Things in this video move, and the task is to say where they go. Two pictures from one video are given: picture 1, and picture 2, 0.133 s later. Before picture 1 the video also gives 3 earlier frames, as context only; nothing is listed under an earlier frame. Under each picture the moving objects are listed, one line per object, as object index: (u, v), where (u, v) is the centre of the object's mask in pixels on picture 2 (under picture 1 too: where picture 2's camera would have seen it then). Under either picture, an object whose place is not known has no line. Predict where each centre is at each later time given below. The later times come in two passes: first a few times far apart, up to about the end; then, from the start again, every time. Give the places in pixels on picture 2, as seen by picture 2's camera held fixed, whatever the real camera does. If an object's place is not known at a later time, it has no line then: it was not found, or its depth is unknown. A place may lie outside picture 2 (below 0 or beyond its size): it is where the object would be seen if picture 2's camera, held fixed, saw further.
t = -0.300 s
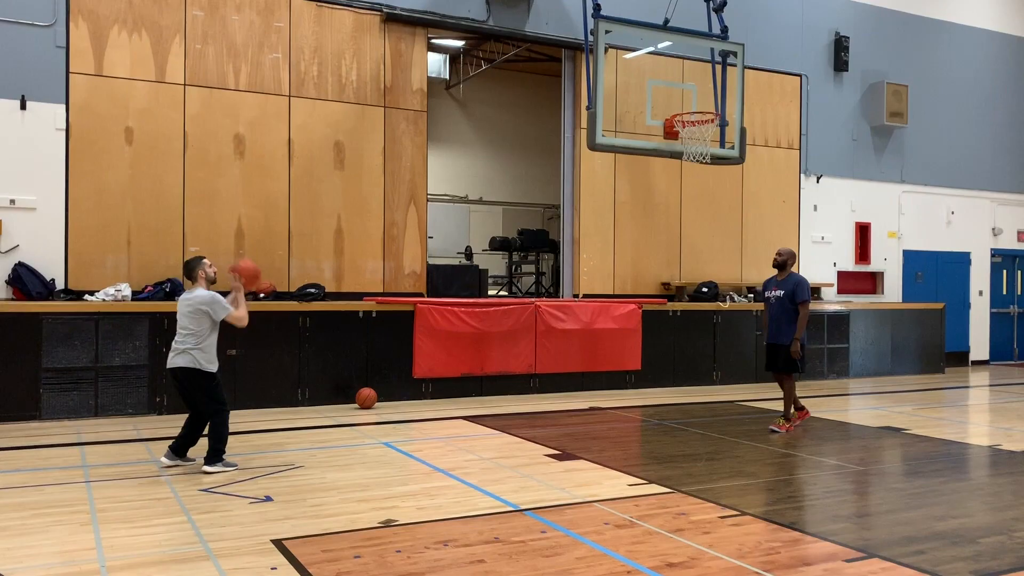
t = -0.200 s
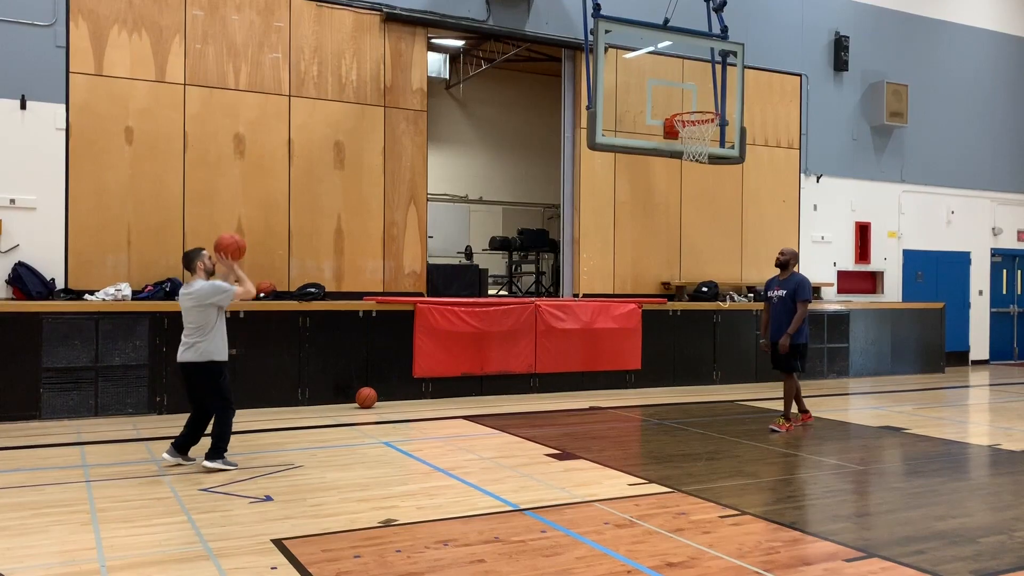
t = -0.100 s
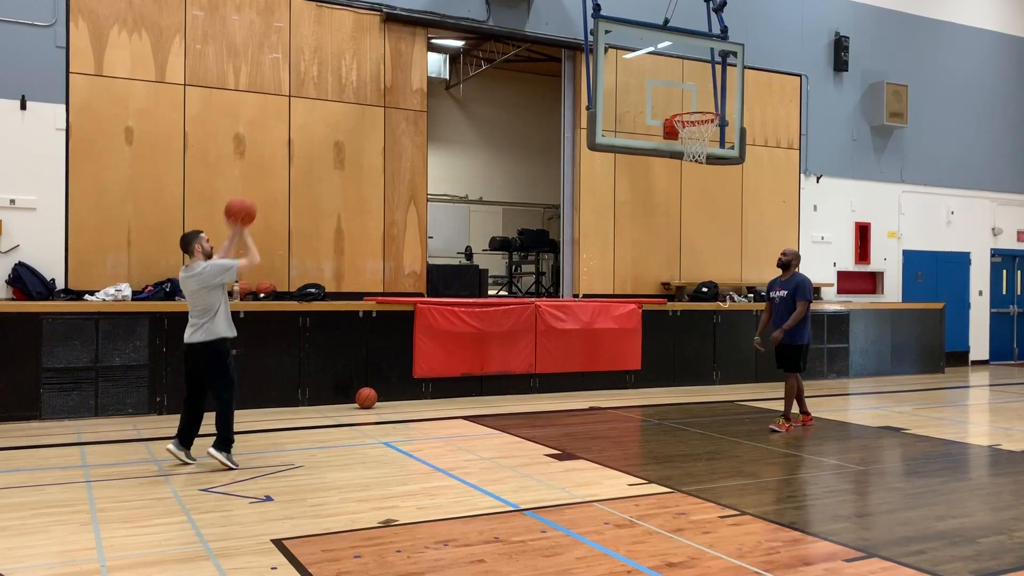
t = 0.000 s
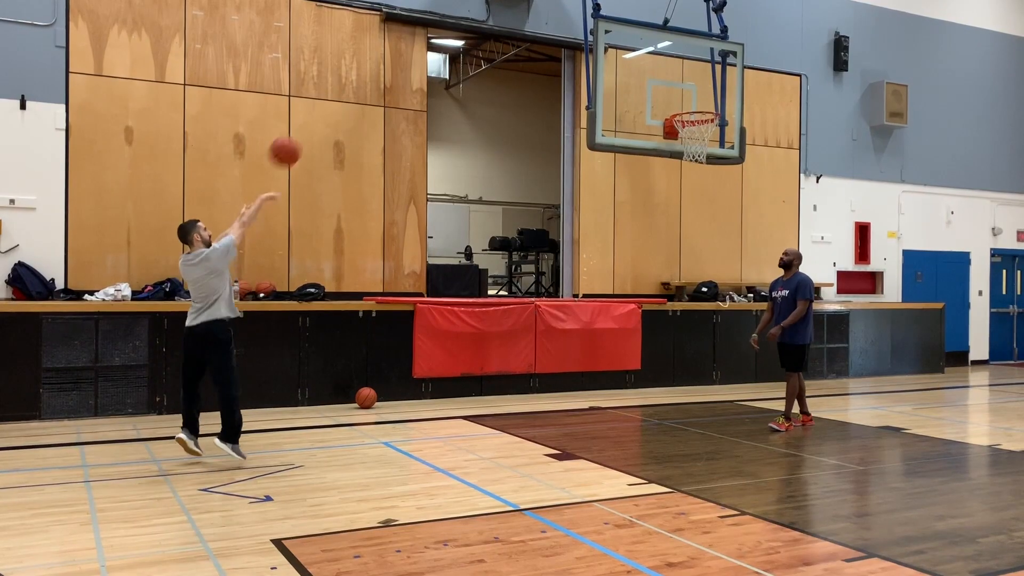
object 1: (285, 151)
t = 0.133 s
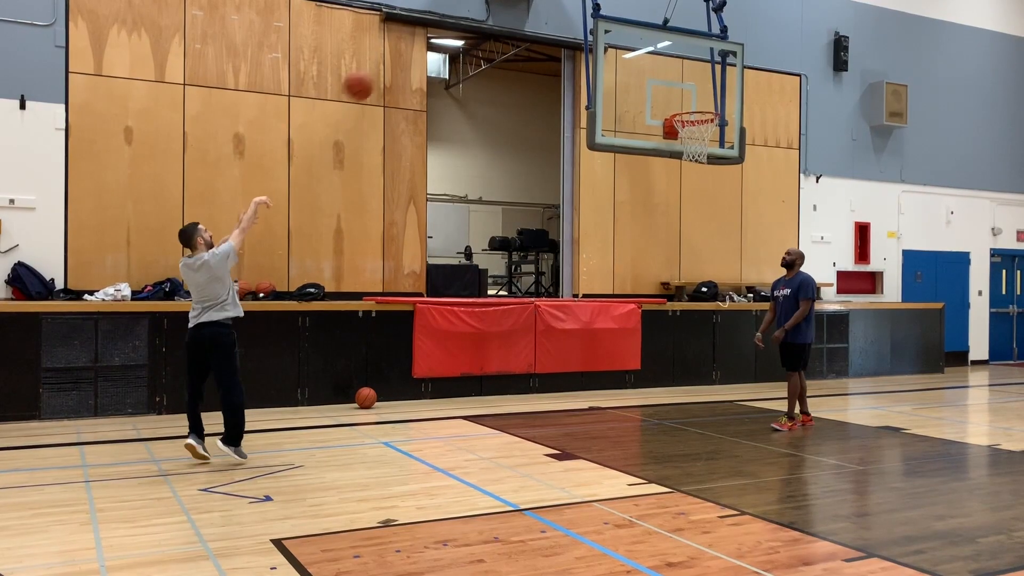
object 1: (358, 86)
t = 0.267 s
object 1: (426, 44)
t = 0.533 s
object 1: (548, 27)
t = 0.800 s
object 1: (652, 81)
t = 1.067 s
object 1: (713, 141)
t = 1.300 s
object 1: (718, 186)
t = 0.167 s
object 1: (377, 73)
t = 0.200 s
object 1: (393, 63)
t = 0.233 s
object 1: (410, 53)
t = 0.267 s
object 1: (426, 44)
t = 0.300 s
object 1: (442, 37)
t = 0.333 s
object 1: (460, 32)
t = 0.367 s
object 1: (474, 29)
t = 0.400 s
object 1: (489, 27)
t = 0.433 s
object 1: (504, 25)
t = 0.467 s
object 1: (518, 24)
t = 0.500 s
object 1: (533, 25)
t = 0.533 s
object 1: (548, 27)
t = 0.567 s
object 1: (562, 30)
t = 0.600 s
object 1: (575, 35)
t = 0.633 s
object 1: (588, 40)
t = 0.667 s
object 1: (601, 46)
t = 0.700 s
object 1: (614, 53)
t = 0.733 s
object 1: (627, 62)
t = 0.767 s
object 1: (639, 71)
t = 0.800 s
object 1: (652, 81)
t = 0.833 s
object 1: (664, 93)
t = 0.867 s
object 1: (676, 104)
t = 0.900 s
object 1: (689, 114)
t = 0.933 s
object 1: (699, 121)
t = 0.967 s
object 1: (704, 130)
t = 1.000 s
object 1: (710, 136)
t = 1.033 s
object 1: (713, 139)
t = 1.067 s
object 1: (713, 141)
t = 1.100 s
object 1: (714, 146)
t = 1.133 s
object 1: (714, 148)
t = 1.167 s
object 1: (715, 153)
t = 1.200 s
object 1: (716, 160)
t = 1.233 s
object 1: (717, 167)
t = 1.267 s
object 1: (717, 176)
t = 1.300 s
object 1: (718, 186)
